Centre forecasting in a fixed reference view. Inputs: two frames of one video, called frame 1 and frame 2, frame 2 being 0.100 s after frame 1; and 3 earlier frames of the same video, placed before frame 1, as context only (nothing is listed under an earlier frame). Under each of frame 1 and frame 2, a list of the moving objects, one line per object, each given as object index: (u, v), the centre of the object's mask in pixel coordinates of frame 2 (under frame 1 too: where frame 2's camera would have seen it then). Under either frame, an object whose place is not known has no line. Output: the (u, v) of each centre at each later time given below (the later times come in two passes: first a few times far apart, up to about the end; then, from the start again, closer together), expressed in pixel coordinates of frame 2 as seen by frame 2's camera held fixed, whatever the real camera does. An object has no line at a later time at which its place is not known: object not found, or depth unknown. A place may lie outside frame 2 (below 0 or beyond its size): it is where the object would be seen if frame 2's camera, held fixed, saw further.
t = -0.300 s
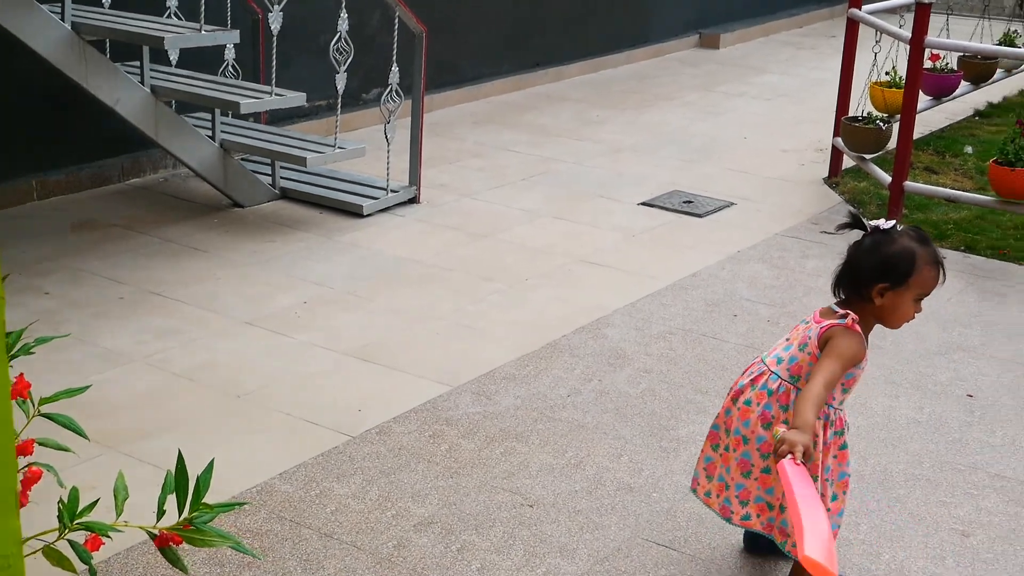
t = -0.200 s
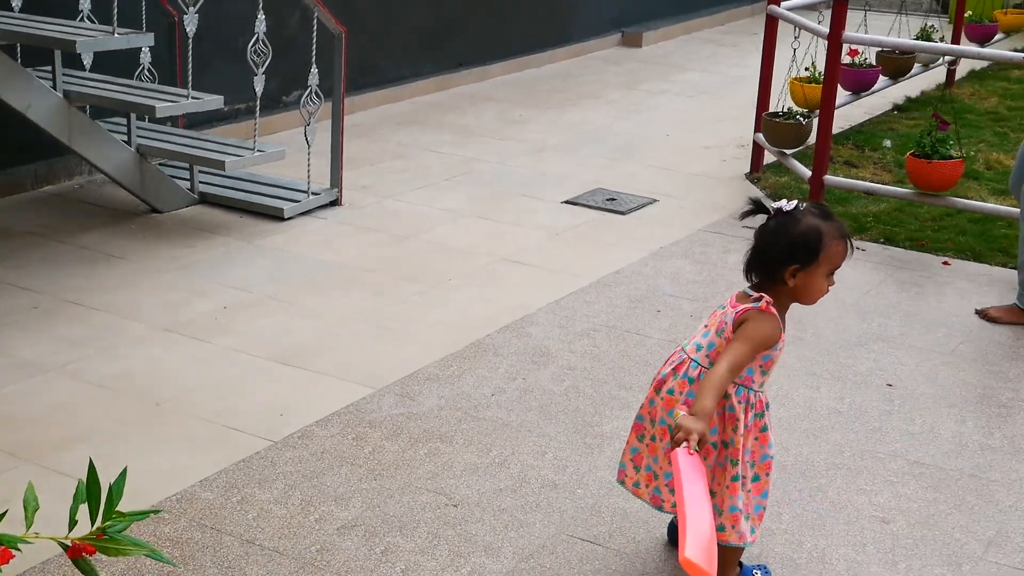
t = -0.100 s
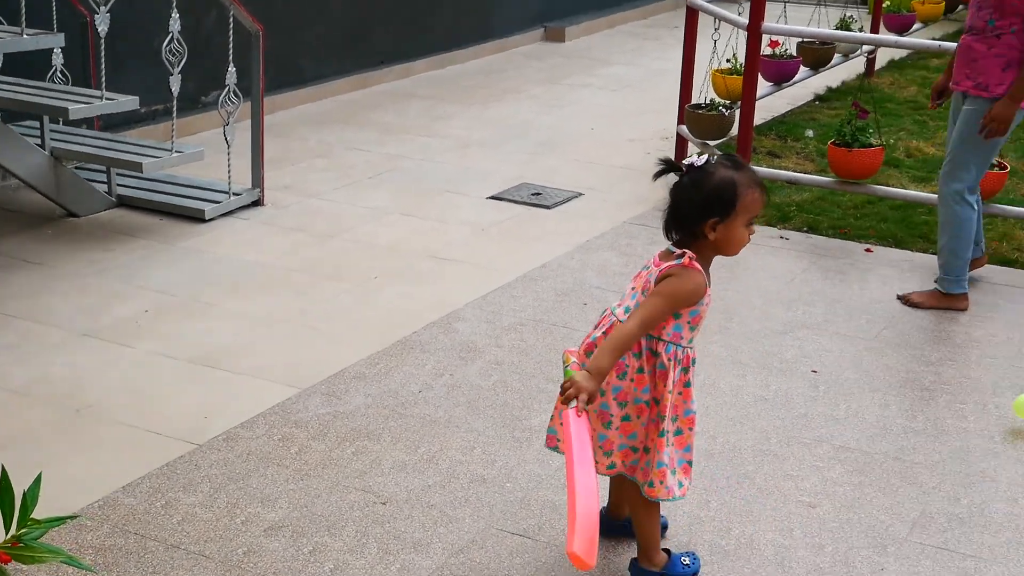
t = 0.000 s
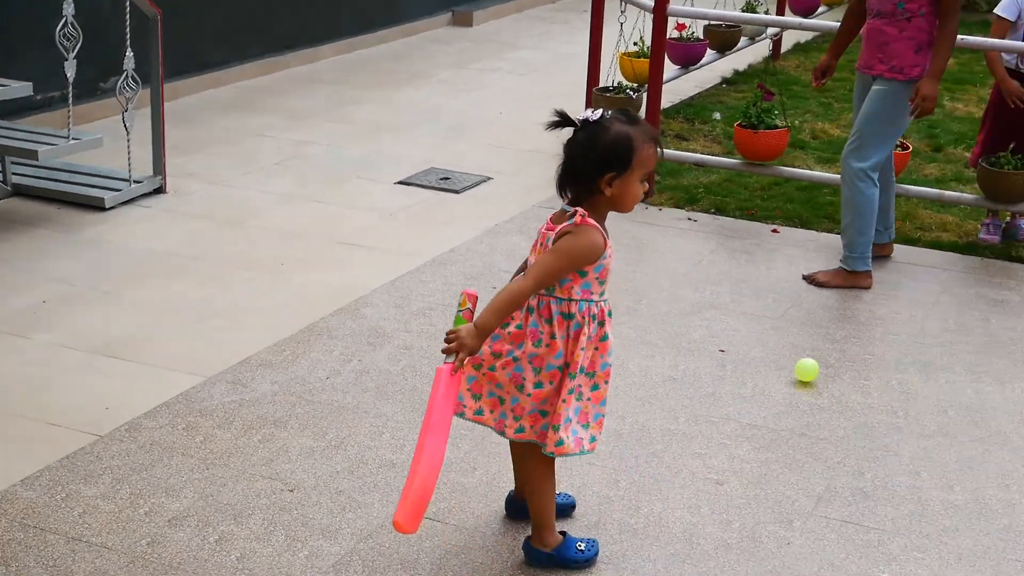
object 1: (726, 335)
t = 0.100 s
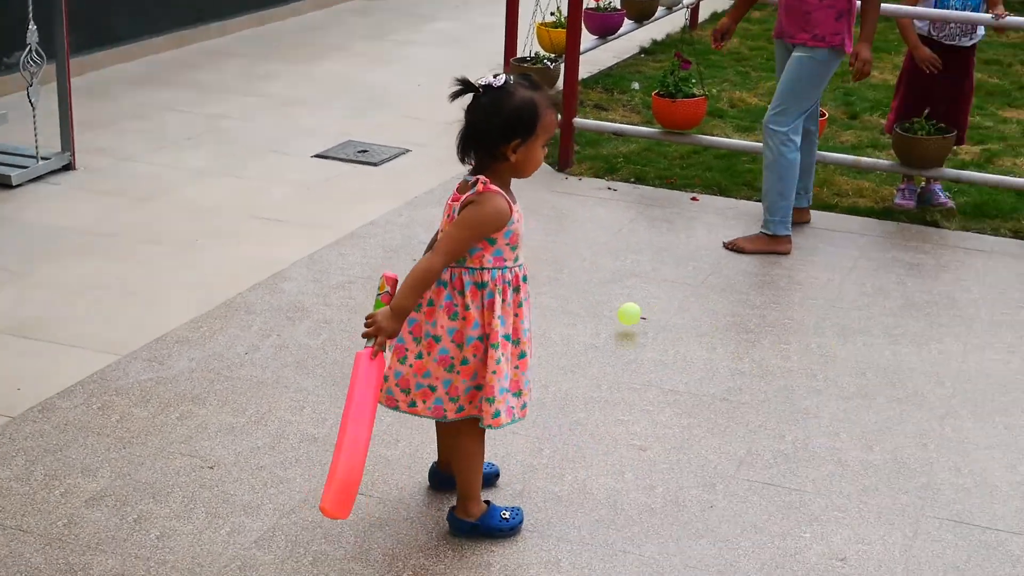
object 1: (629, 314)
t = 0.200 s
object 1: (545, 300)
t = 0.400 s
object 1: (406, 287)
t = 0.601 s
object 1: (303, 269)
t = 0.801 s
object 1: (217, 253)
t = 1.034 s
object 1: (136, 222)
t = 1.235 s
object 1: (80, 210)
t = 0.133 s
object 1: (598, 315)
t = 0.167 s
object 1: (570, 308)
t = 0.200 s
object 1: (545, 300)
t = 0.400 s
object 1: (406, 287)
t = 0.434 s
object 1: (390, 282)
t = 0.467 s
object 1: (372, 279)
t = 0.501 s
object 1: (354, 278)
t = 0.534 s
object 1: (336, 273)
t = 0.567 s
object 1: (319, 272)
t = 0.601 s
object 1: (303, 269)
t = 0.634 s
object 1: (288, 264)
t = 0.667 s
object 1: (273, 264)
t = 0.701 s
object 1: (258, 261)
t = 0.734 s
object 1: (244, 257)
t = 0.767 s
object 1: (231, 257)
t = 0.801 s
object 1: (217, 253)
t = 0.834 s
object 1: (203, 252)
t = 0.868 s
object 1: (191, 248)
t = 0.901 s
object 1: (178, 246)
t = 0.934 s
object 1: (165, 242)
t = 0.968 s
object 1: (155, 232)
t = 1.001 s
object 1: (145, 226)
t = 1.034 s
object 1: (136, 222)
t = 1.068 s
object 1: (127, 222)
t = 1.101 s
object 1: (118, 225)
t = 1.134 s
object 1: (110, 231)
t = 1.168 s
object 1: (100, 221)
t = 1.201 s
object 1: (90, 214)
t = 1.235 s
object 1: (80, 210)
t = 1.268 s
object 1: (71, 210)
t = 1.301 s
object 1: (63, 213)
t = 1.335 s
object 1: (56, 219)
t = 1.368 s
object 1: (48, 210)
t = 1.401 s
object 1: (38, 205)
